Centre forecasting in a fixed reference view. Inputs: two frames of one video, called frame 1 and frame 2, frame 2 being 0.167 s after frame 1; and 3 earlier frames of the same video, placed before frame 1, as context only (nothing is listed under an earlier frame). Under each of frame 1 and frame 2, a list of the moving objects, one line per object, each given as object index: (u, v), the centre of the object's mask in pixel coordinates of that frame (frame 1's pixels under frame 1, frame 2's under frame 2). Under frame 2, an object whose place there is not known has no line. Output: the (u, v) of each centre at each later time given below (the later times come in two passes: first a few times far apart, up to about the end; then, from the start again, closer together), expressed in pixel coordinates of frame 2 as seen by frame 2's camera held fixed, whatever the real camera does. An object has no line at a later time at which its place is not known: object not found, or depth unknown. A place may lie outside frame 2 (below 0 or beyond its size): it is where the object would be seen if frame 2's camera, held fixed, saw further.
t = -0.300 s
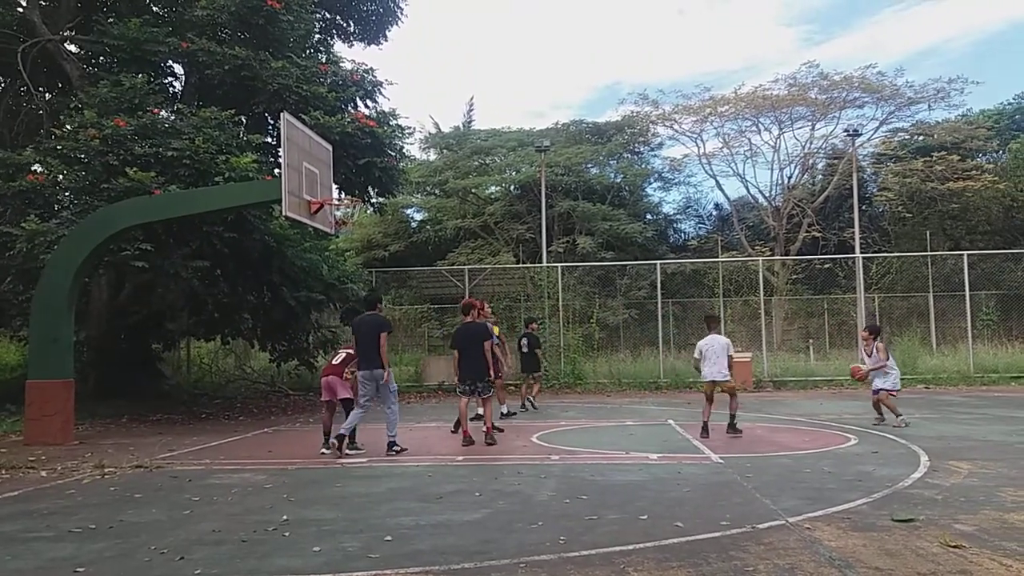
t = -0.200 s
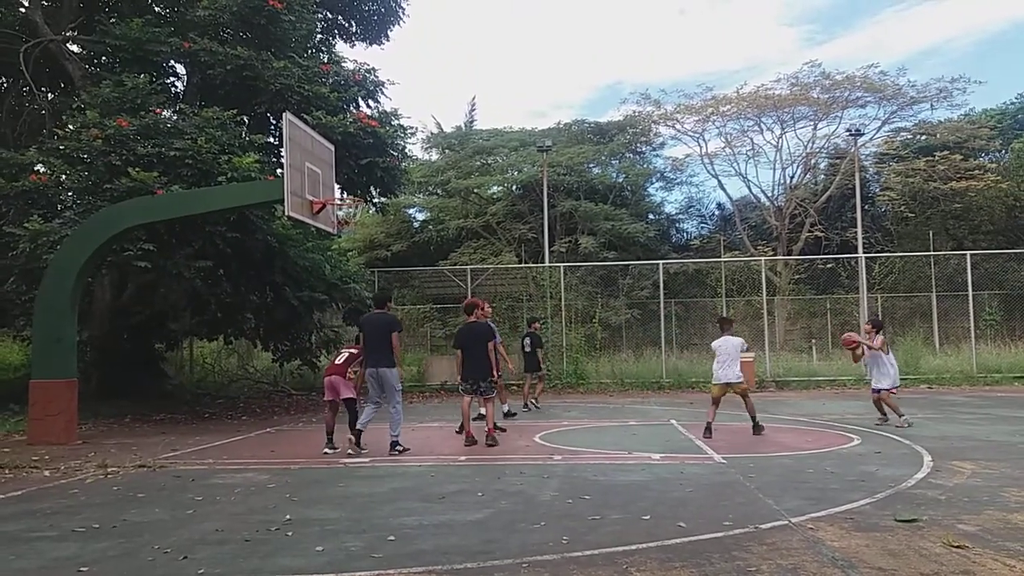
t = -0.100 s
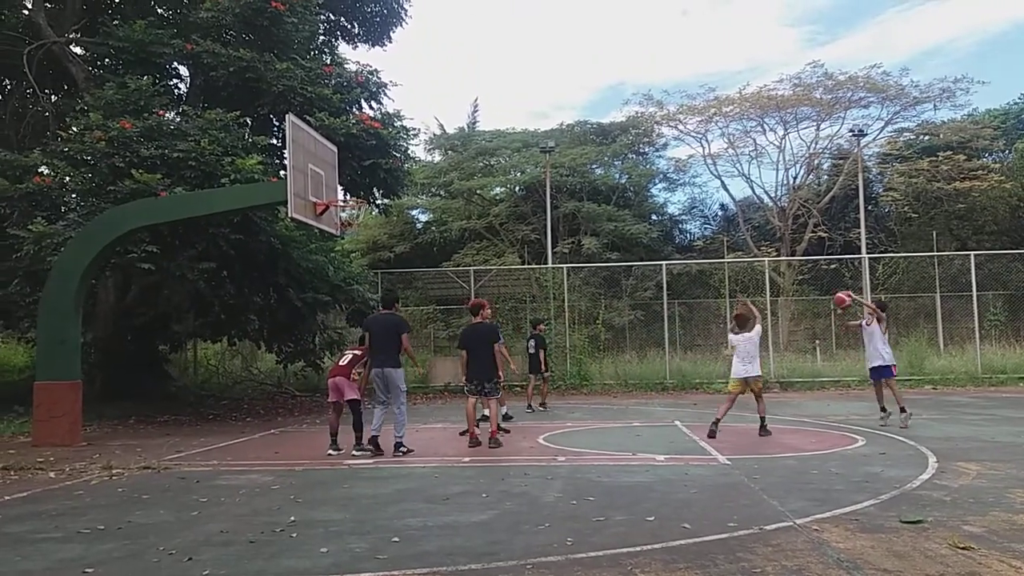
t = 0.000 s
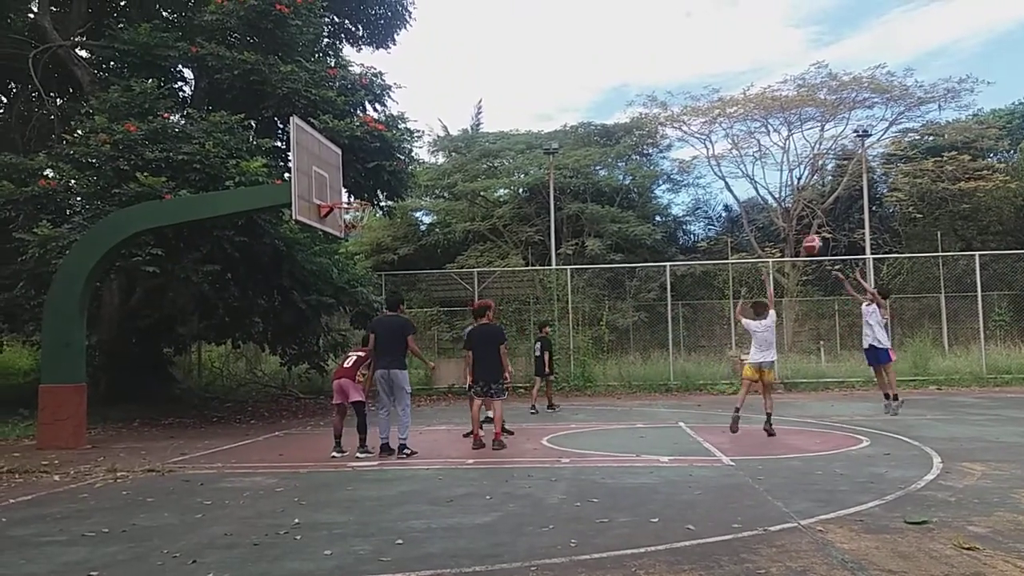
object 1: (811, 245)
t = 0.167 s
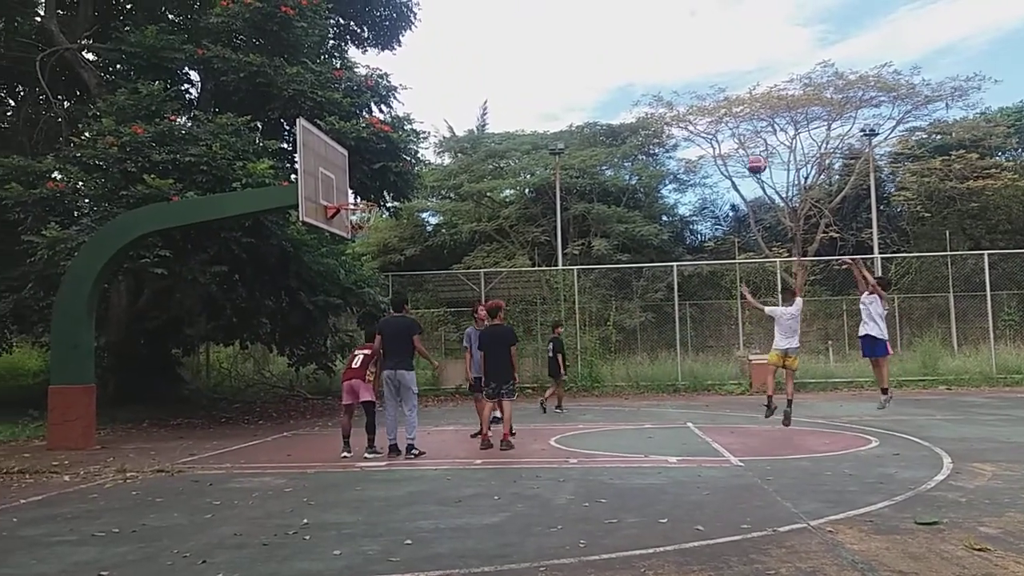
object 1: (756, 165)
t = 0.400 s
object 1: (674, 89)
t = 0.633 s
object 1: (593, 52)
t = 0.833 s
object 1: (526, 51)
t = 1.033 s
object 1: (459, 78)
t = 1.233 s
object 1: (396, 133)
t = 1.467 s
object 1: (363, 222)
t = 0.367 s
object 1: (685, 98)
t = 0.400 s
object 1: (674, 89)
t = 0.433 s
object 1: (662, 81)
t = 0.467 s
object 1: (650, 74)
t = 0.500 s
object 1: (639, 68)
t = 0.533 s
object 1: (628, 63)
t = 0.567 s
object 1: (616, 59)
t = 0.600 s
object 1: (605, 55)
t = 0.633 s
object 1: (593, 52)
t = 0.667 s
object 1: (582, 50)
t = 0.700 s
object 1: (571, 48)
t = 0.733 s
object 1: (559, 48)
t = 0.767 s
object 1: (548, 48)
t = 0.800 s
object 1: (537, 49)
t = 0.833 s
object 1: (526, 51)
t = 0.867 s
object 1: (515, 53)
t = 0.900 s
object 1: (503, 57)
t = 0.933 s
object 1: (492, 60)
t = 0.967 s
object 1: (483, 66)
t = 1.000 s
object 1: (471, 71)
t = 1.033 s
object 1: (459, 78)
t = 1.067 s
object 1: (449, 85)
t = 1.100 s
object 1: (439, 93)
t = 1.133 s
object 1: (428, 102)
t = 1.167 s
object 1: (417, 113)
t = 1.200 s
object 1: (407, 122)
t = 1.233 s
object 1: (396, 133)
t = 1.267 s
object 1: (385, 145)
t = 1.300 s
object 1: (374, 159)
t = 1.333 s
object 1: (364, 172)
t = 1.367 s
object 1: (353, 187)
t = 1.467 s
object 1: (363, 222)
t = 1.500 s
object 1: (373, 232)
